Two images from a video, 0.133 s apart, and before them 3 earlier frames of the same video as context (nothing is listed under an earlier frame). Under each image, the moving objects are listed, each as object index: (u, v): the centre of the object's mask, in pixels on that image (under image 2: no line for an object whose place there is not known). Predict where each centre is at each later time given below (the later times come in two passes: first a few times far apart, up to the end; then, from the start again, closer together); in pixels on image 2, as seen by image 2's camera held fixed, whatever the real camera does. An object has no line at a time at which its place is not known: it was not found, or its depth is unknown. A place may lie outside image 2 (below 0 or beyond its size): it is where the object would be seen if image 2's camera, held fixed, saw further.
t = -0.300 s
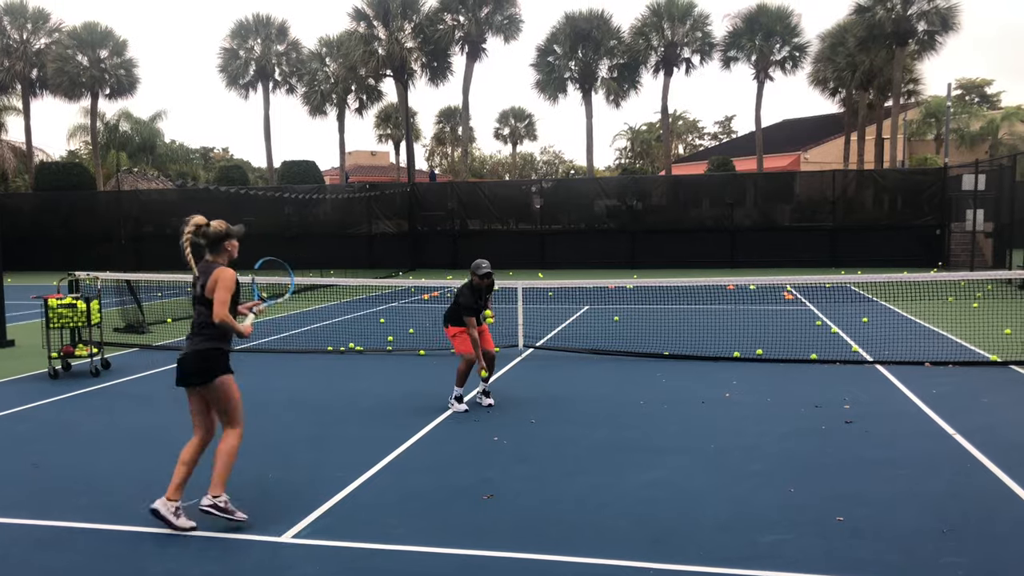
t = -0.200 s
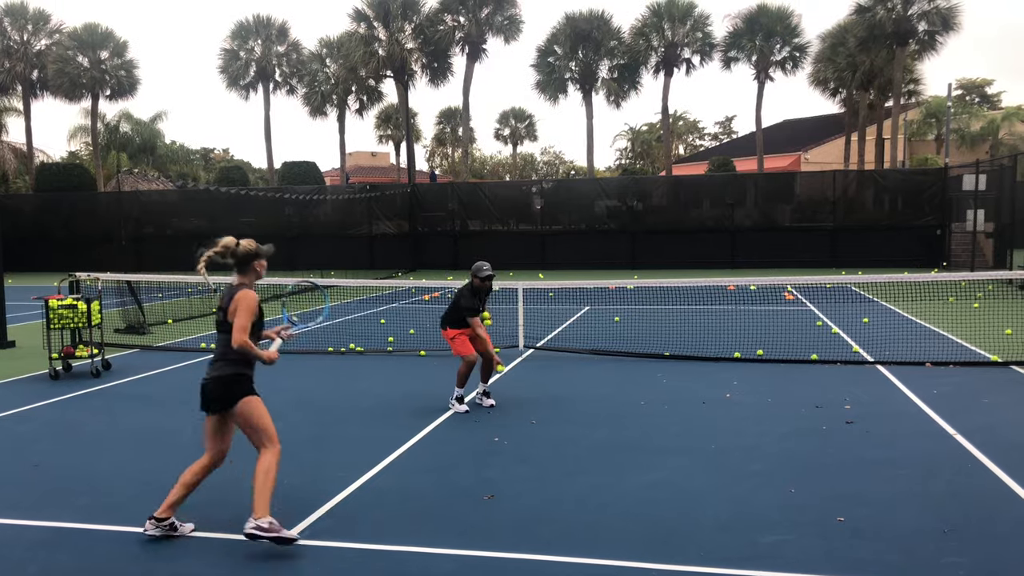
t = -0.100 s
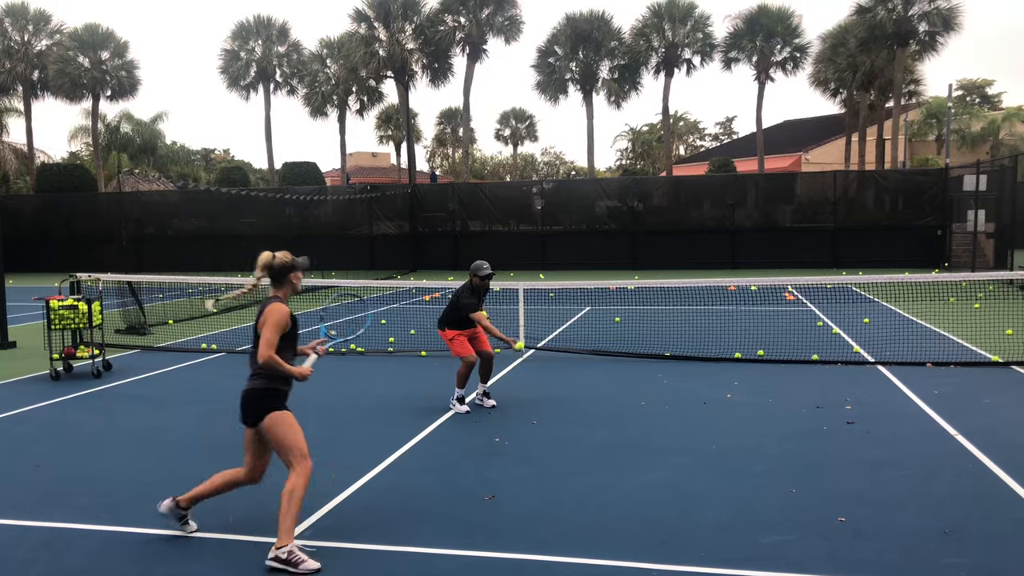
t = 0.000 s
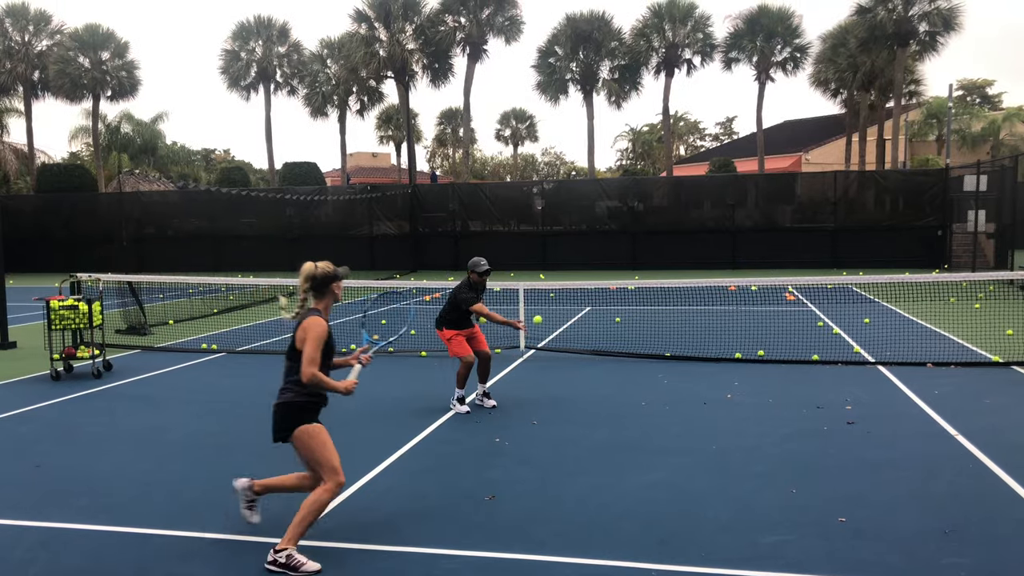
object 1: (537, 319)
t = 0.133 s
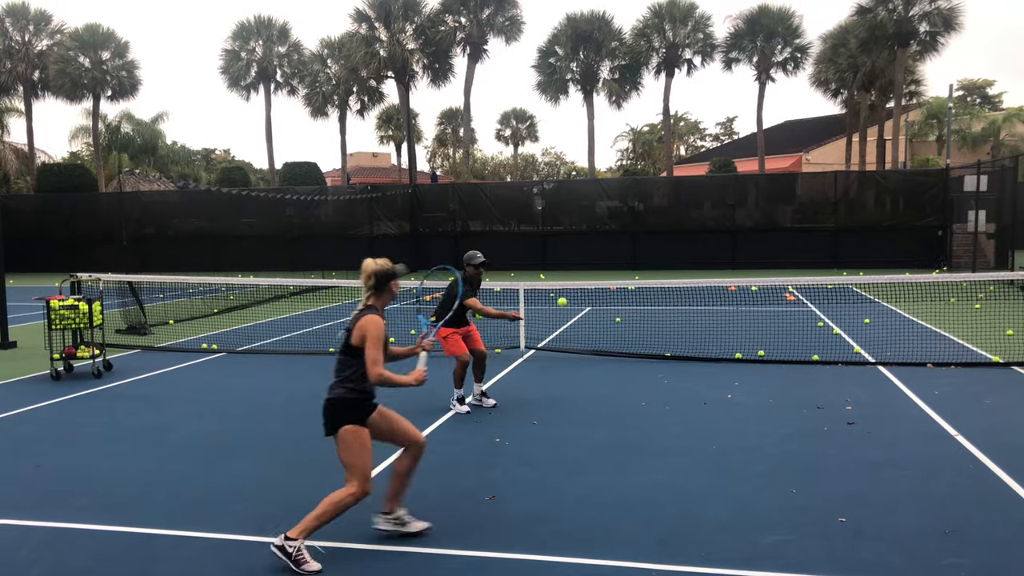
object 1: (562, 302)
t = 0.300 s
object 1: (595, 309)
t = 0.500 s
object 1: (639, 367)
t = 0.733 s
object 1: (687, 421)
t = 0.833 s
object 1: (705, 392)
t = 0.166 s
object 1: (568, 300)
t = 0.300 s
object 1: (595, 309)
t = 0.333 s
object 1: (602, 314)
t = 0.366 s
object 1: (609, 322)
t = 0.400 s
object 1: (616, 331)
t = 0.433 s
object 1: (624, 341)
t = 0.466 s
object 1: (631, 353)
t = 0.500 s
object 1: (639, 367)
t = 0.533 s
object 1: (646, 382)
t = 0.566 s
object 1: (654, 399)
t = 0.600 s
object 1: (662, 418)
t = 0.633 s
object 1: (670, 439)
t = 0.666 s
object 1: (677, 449)
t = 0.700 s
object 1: (682, 434)
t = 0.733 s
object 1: (687, 421)
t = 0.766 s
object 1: (693, 410)
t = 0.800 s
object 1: (699, 400)
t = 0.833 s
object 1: (705, 392)
